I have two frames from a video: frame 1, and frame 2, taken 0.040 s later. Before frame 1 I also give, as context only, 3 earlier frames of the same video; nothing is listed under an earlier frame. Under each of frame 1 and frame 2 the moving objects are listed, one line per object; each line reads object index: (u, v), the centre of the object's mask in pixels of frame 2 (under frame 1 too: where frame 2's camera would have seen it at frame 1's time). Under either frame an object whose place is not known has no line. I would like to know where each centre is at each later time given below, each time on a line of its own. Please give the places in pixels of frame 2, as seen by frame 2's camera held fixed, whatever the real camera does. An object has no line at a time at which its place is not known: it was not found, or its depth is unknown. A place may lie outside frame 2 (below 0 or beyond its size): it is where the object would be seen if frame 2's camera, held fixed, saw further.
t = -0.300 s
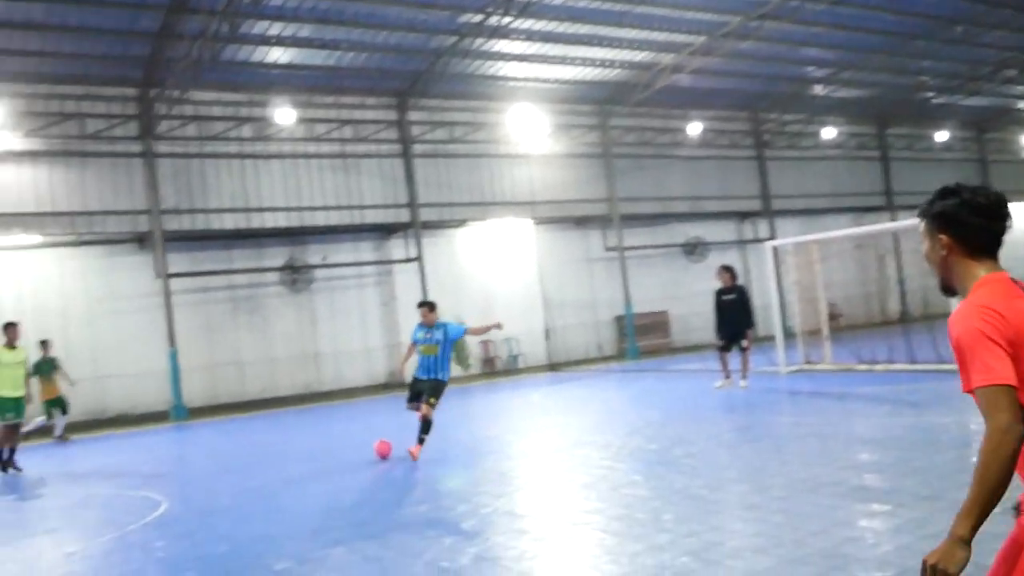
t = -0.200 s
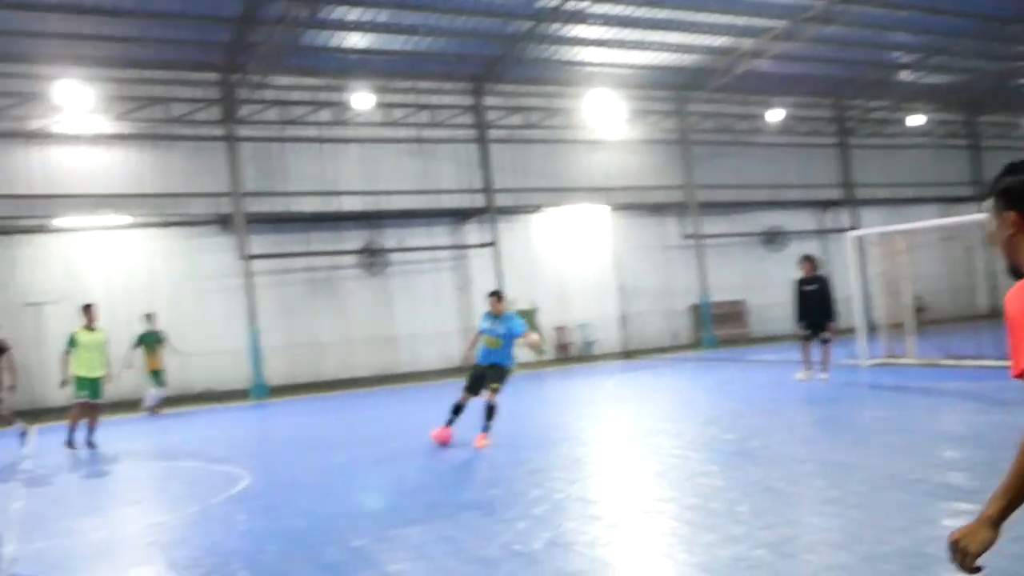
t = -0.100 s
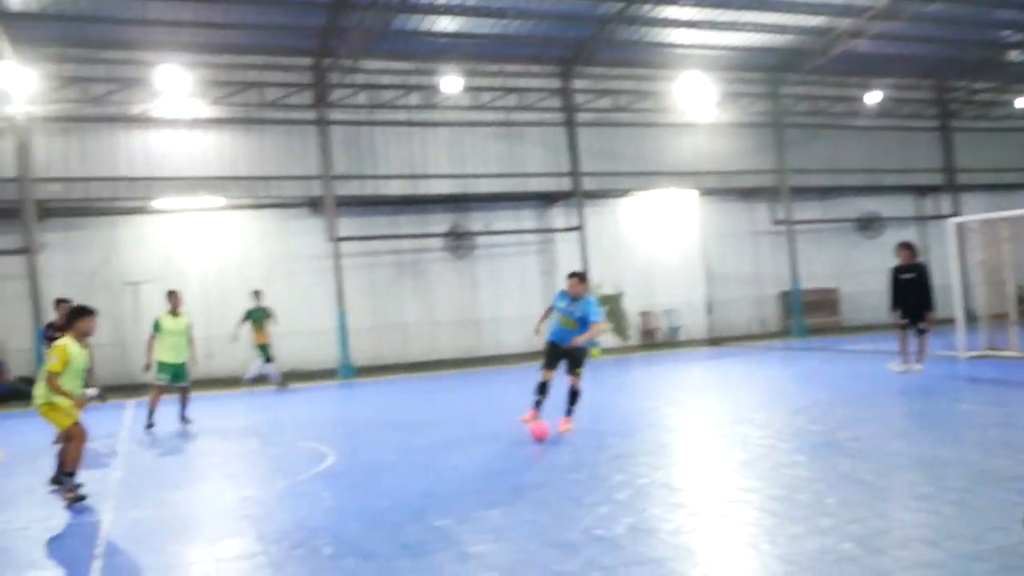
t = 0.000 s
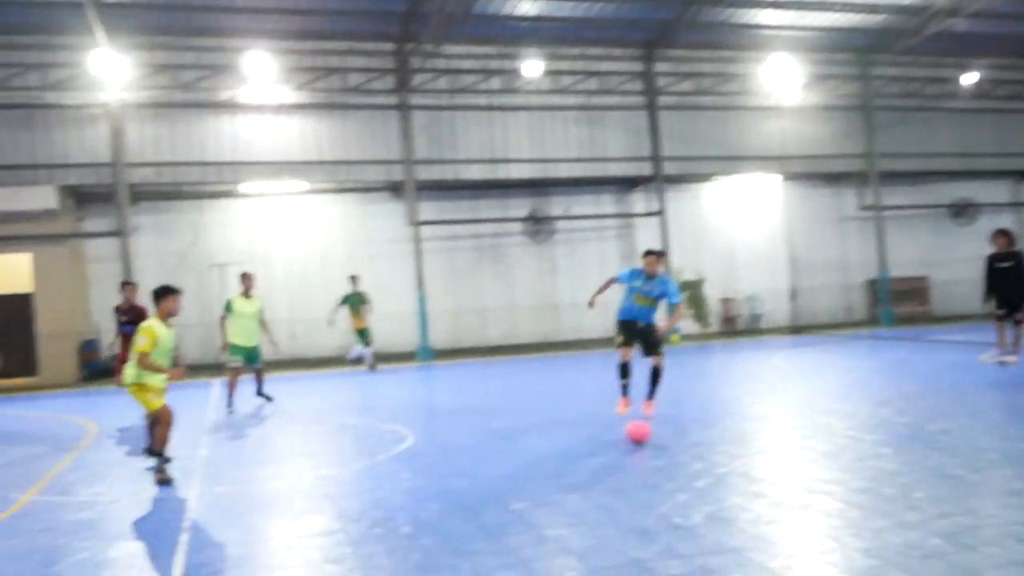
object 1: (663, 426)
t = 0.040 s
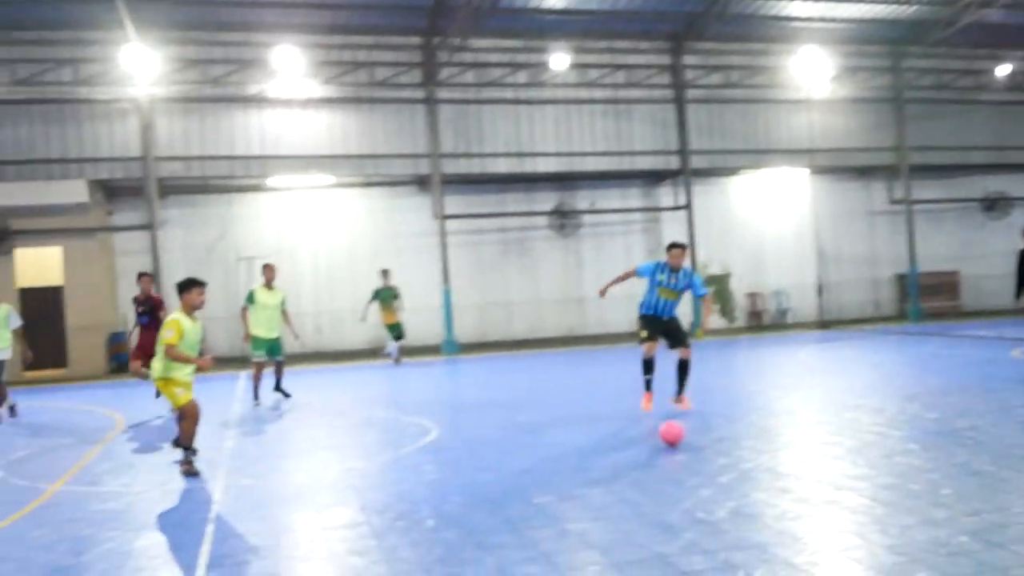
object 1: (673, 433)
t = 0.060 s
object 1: (677, 437)
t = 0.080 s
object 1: (682, 441)
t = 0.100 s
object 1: (687, 444)
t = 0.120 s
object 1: (691, 447)
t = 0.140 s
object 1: (697, 452)
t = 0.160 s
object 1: (702, 457)
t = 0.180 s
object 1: (708, 462)
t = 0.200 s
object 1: (714, 467)
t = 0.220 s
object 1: (719, 472)
